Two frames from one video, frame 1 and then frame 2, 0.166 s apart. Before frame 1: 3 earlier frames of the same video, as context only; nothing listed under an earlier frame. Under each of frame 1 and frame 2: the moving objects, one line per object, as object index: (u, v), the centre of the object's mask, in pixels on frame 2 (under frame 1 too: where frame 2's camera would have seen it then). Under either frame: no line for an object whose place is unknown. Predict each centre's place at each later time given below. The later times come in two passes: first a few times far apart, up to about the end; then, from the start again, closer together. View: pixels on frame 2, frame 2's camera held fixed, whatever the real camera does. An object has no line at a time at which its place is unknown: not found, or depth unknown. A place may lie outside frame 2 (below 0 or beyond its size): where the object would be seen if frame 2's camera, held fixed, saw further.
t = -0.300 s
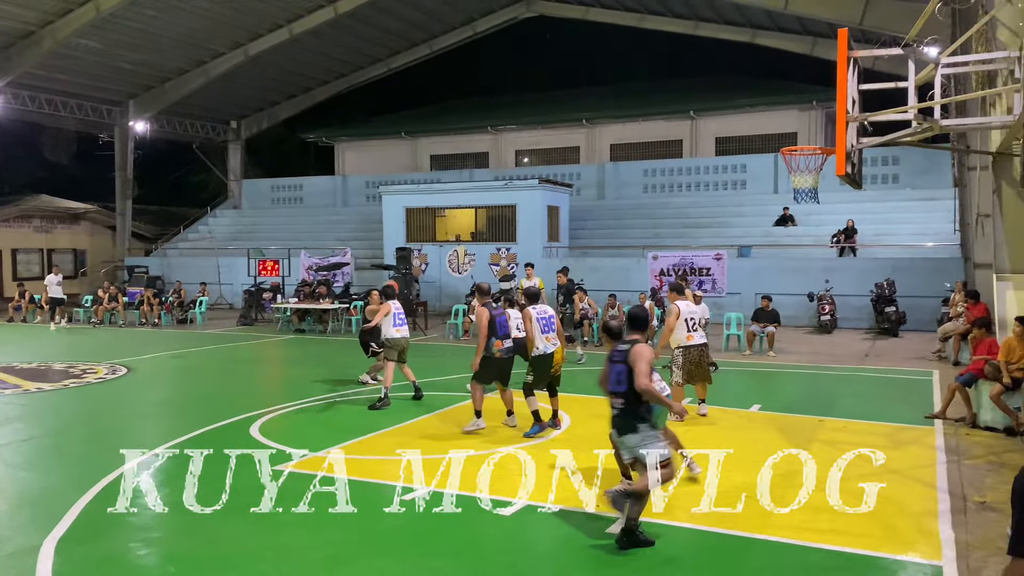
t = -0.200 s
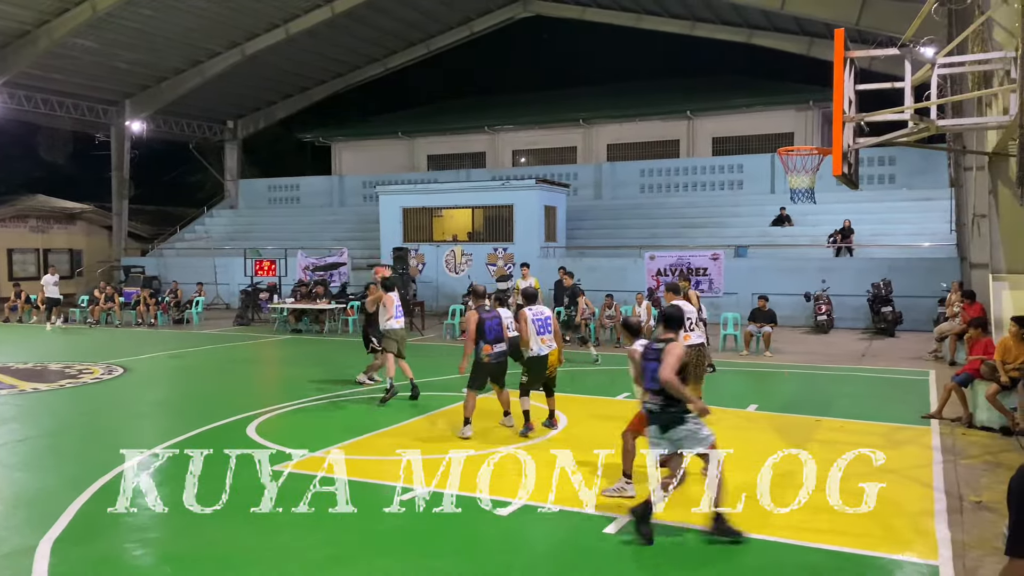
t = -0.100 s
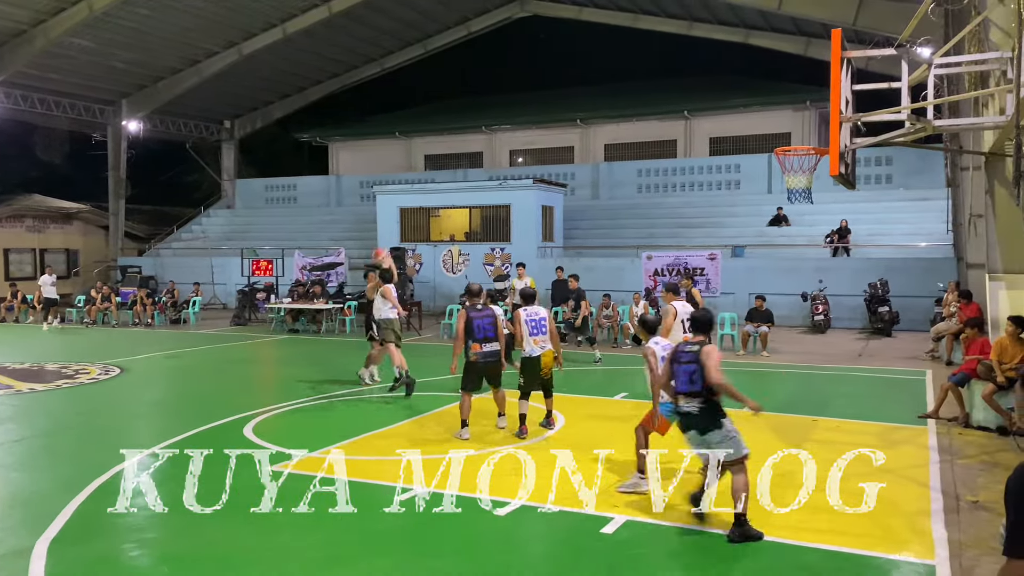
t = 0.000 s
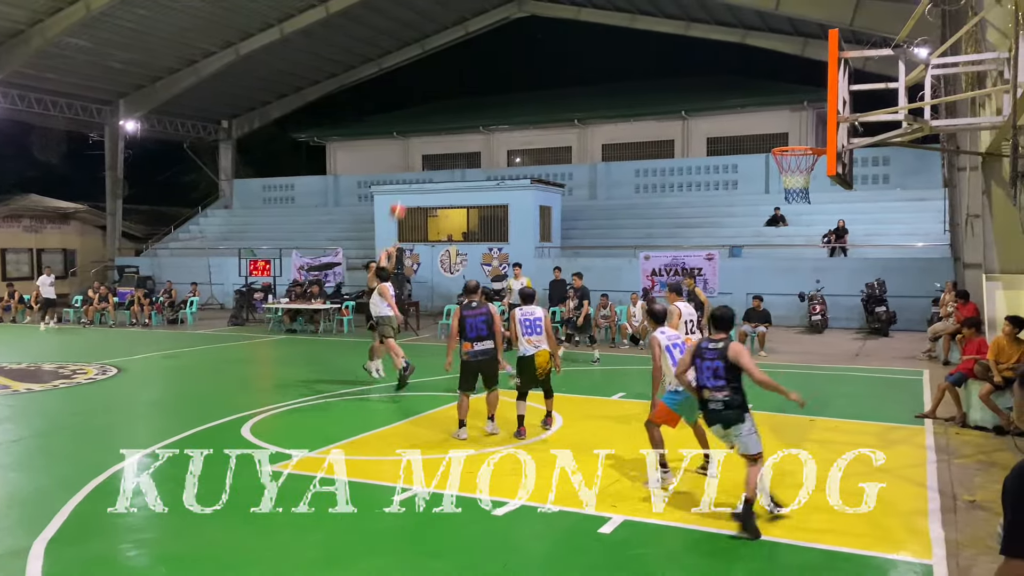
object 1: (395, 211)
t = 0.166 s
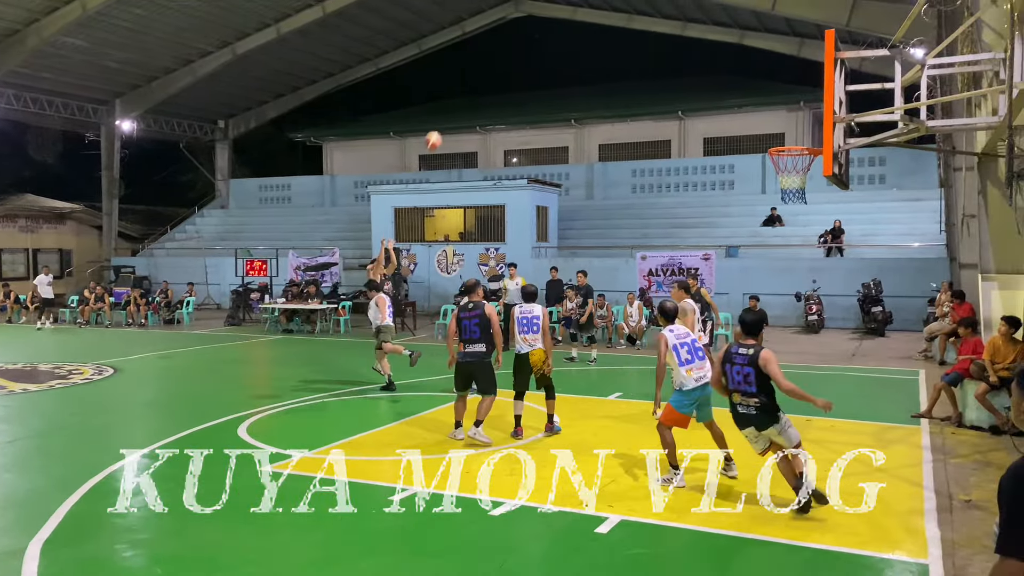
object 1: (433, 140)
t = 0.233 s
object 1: (448, 117)
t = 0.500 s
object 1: (521, 44)
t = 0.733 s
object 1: (597, 19)
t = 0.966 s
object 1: (683, 40)
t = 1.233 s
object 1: (798, 134)
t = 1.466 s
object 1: (812, 119)
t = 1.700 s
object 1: (752, 144)
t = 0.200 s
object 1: (441, 128)
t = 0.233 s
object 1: (448, 117)
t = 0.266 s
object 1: (457, 106)
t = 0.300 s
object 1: (466, 95)
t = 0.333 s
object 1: (474, 85)
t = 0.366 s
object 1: (483, 75)
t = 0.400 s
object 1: (493, 66)
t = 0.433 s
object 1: (502, 58)
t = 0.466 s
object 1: (512, 51)
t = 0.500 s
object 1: (521, 44)
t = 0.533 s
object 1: (531, 38)
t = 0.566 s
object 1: (542, 32)
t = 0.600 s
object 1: (552, 28)
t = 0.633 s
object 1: (563, 24)
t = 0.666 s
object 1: (574, 22)
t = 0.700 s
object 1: (585, 20)
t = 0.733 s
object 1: (597, 19)
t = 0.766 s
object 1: (609, 19)
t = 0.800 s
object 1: (620, 19)
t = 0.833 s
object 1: (633, 21)
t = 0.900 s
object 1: (657, 29)
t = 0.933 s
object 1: (670, 34)
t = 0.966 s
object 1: (683, 40)
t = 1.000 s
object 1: (697, 47)
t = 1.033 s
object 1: (710, 56)
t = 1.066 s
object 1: (724, 66)
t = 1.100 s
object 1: (738, 77)
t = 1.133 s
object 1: (753, 89)
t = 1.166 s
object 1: (767, 102)
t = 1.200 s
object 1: (782, 117)
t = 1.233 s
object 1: (798, 134)
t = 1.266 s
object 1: (802, 141)
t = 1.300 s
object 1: (782, 142)
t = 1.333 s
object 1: (790, 137)
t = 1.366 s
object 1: (802, 130)
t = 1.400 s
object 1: (814, 123)
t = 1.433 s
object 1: (817, 118)
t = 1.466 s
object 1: (812, 119)
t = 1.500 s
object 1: (803, 121)
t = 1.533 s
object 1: (793, 125)
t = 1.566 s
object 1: (783, 130)
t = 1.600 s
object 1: (773, 136)
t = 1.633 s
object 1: (765, 140)
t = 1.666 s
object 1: (758, 142)
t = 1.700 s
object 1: (752, 144)
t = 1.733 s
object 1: (746, 147)
